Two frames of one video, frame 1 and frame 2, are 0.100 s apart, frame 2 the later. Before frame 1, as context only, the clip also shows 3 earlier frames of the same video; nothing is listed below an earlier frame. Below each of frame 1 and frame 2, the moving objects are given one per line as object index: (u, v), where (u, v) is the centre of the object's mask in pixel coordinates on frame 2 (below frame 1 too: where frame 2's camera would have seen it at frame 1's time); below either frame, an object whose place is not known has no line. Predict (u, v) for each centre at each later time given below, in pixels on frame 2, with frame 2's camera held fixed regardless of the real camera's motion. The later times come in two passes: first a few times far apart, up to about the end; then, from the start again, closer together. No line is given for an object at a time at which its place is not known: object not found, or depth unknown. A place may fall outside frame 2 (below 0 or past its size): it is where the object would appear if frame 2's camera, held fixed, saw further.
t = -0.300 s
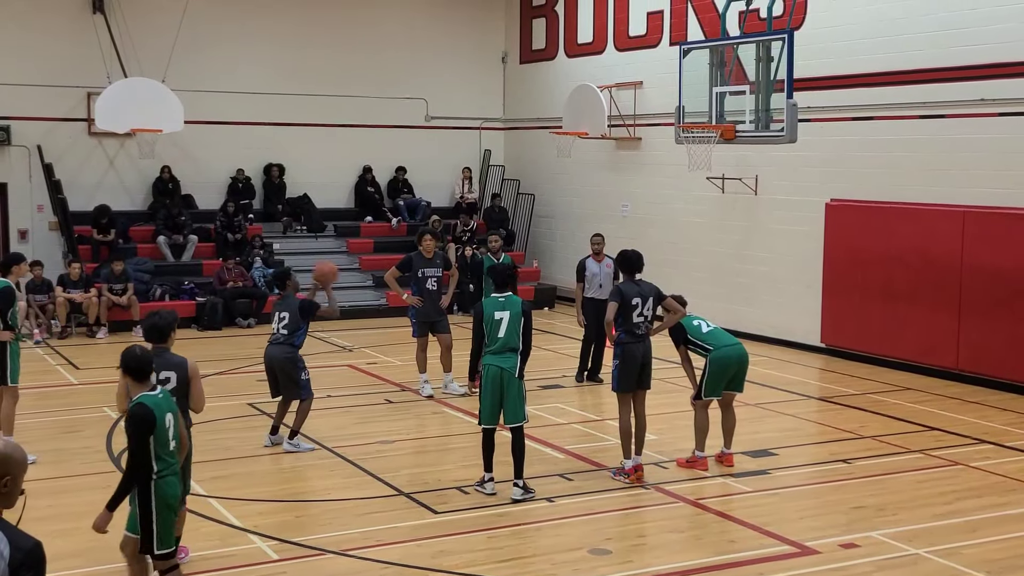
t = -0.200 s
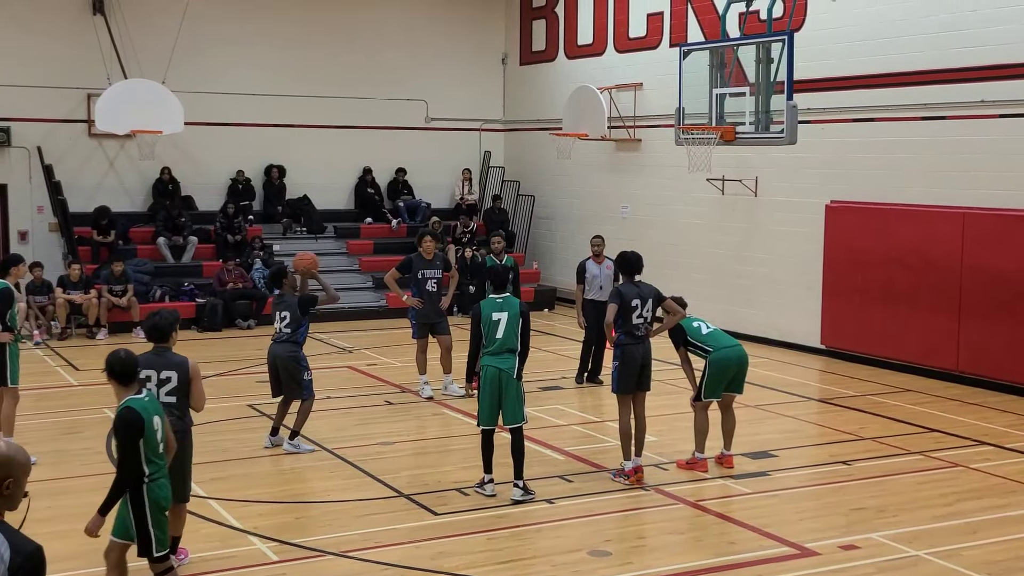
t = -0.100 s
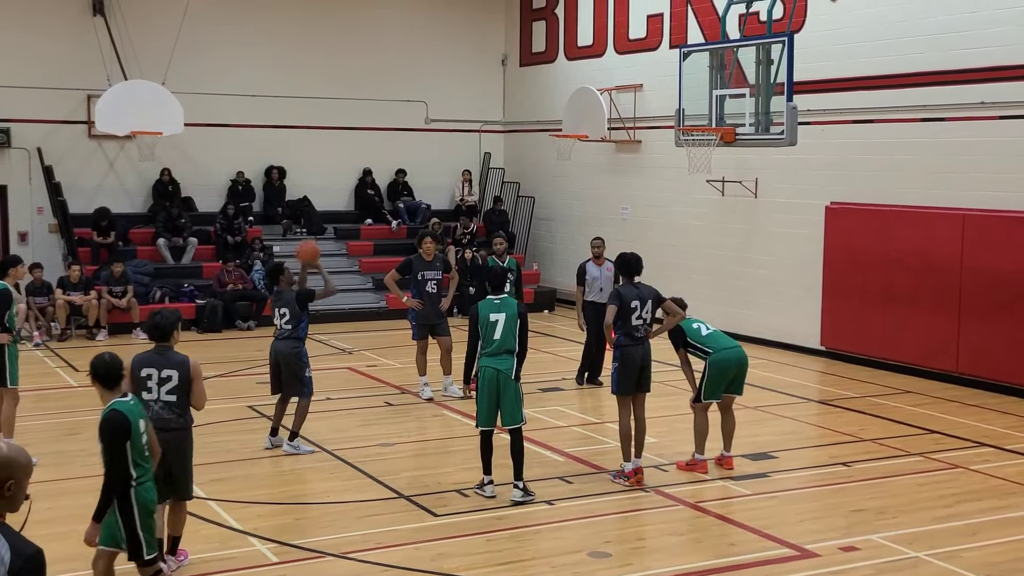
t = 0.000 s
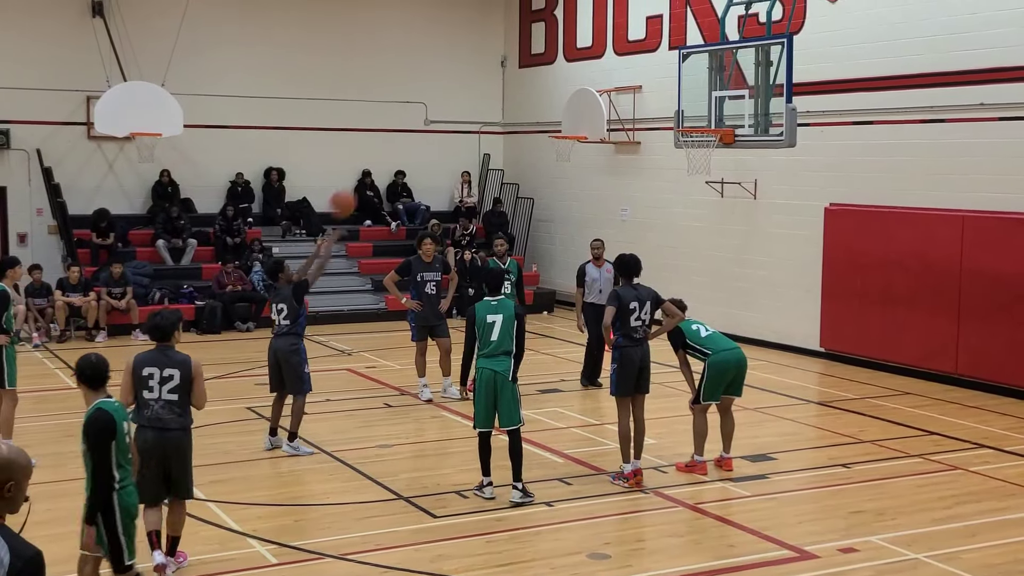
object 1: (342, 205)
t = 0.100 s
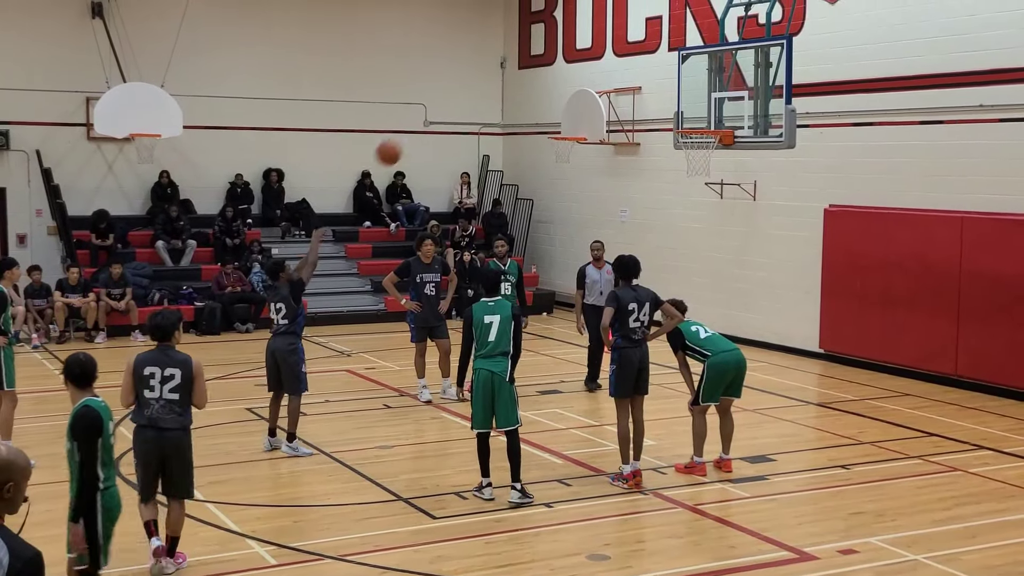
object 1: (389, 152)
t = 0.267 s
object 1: (463, 94)
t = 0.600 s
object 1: (597, 66)
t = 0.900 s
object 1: (706, 126)
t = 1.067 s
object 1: (700, 196)
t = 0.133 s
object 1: (403, 139)
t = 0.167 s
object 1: (418, 125)
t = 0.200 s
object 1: (433, 114)
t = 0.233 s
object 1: (448, 103)
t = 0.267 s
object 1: (463, 94)
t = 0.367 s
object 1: (505, 73)
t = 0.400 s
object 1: (519, 69)
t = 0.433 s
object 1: (532, 65)
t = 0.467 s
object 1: (545, 63)
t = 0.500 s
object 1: (559, 62)
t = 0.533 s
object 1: (572, 62)
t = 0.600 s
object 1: (597, 66)
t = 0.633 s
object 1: (610, 70)
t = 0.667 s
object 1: (622, 74)
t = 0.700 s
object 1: (635, 79)
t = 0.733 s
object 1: (646, 86)
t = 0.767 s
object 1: (658, 93)
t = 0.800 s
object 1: (670, 101)
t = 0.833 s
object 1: (681, 110)
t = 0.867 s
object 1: (692, 120)
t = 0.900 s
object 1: (706, 126)
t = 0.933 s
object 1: (704, 143)
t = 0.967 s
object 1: (706, 156)
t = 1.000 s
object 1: (704, 168)
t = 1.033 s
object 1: (702, 181)
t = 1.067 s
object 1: (700, 196)
